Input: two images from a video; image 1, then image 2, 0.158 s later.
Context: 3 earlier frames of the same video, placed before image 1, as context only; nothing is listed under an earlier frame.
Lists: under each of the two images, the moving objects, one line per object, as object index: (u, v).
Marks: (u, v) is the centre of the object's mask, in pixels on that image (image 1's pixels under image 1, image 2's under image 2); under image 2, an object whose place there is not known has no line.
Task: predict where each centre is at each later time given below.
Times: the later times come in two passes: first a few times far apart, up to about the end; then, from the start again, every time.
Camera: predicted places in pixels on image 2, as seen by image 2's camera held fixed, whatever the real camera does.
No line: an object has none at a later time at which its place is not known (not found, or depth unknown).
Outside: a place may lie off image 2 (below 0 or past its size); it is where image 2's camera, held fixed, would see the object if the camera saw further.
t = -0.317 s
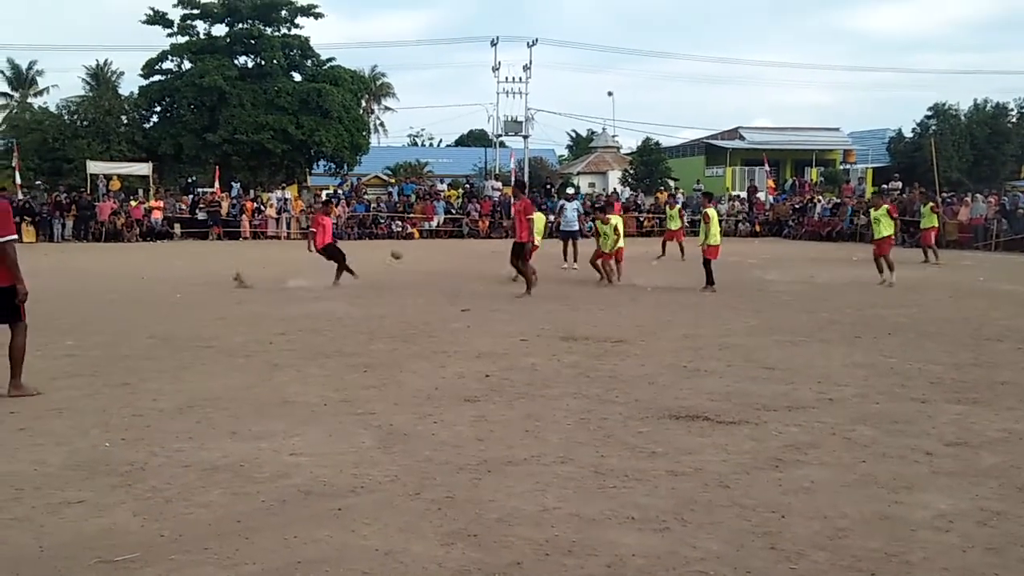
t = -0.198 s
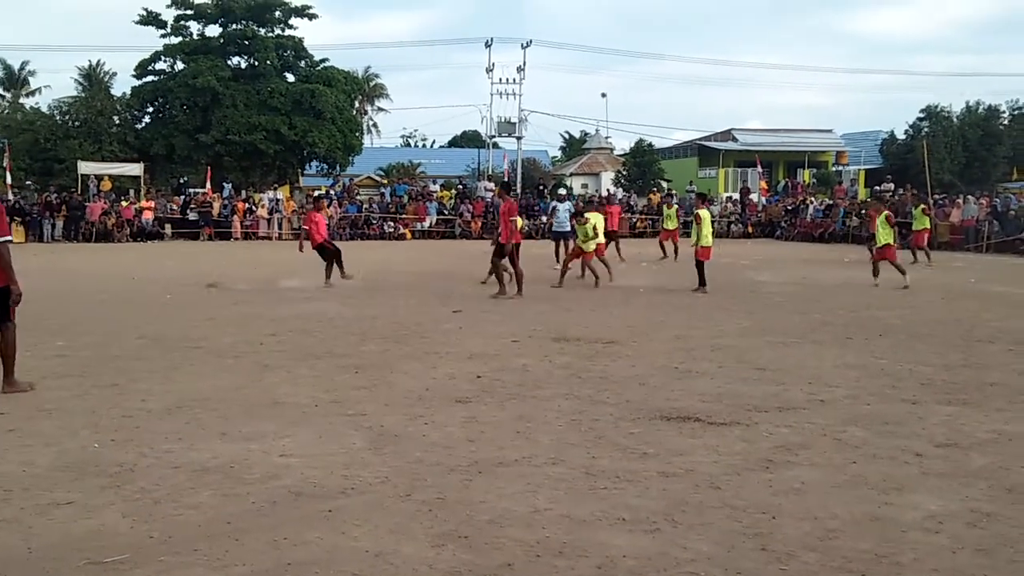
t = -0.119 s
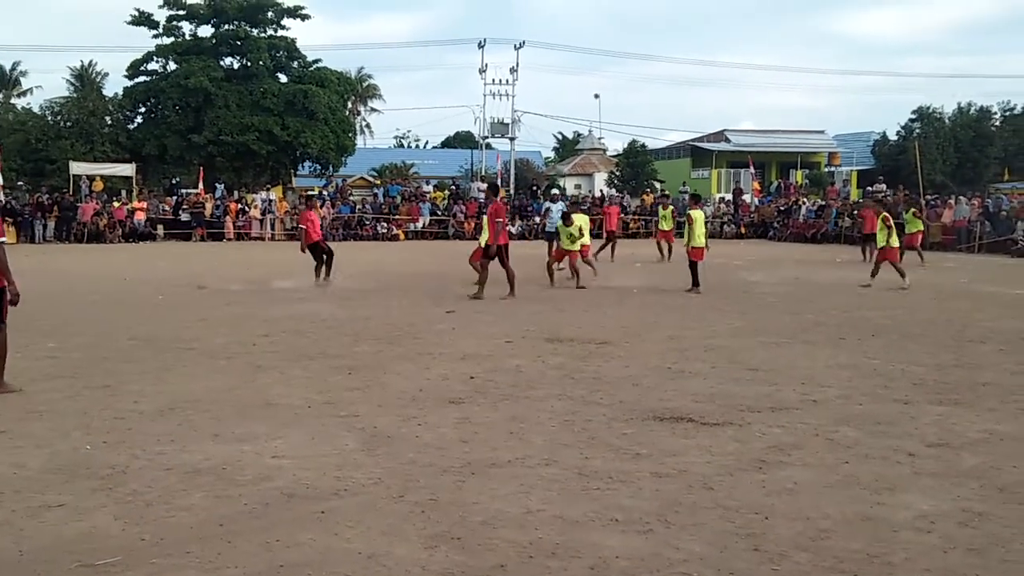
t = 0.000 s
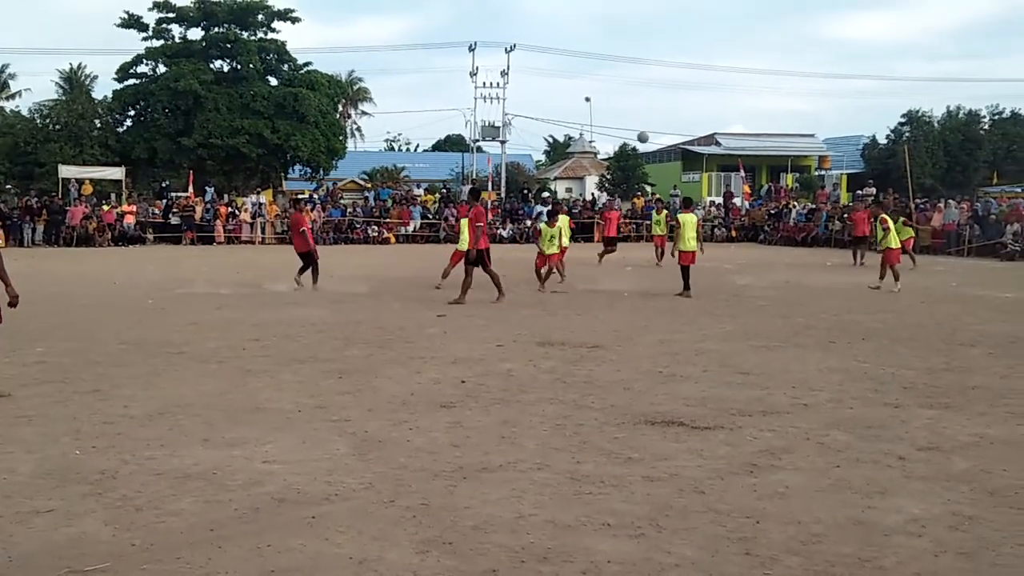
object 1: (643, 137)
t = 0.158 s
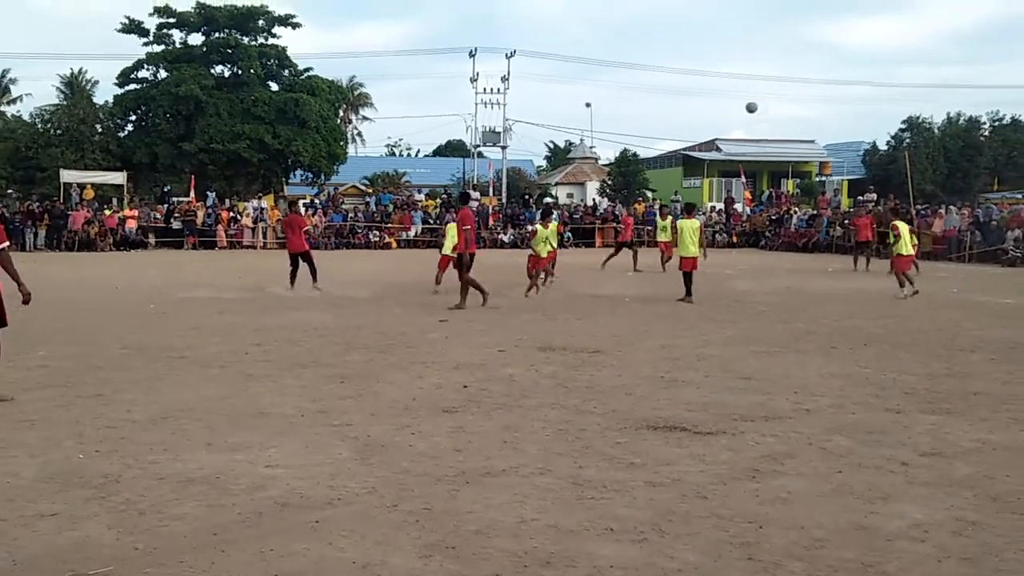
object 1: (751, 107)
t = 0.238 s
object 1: (800, 95)
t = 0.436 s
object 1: (912, 80)
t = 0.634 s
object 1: (1013, 83)
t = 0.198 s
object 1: (776, 101)
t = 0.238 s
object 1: (800, 95)
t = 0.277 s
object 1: (824, 91)
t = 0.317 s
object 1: (847, 86)
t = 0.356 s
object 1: (869, 84)
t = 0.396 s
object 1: (891, 81)
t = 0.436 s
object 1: (912, 80)
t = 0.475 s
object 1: (934, 79)
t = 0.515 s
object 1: (954, 79)
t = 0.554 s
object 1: (975, 79)
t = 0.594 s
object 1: (994, 80)
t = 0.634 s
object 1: (1013, 83)
